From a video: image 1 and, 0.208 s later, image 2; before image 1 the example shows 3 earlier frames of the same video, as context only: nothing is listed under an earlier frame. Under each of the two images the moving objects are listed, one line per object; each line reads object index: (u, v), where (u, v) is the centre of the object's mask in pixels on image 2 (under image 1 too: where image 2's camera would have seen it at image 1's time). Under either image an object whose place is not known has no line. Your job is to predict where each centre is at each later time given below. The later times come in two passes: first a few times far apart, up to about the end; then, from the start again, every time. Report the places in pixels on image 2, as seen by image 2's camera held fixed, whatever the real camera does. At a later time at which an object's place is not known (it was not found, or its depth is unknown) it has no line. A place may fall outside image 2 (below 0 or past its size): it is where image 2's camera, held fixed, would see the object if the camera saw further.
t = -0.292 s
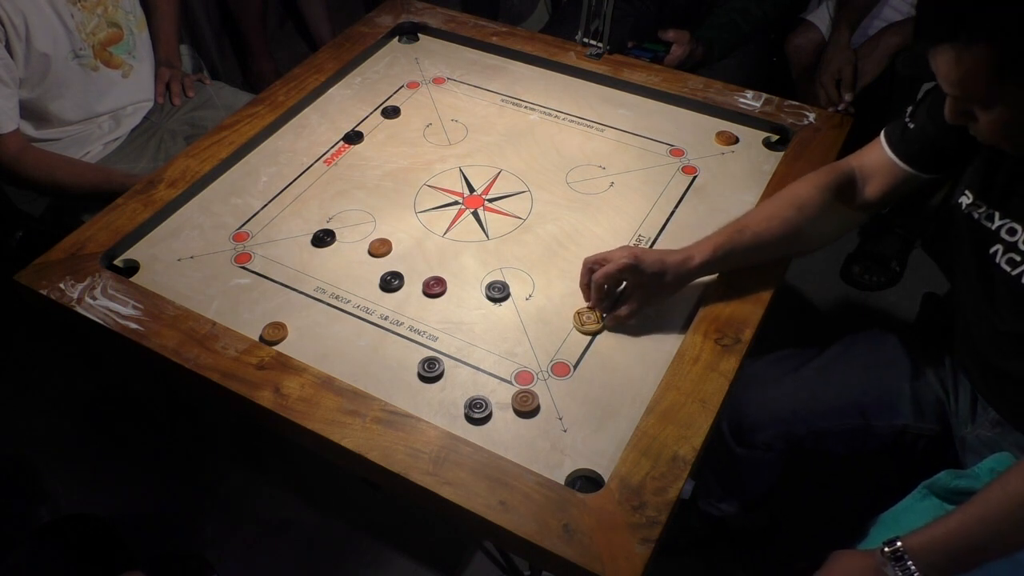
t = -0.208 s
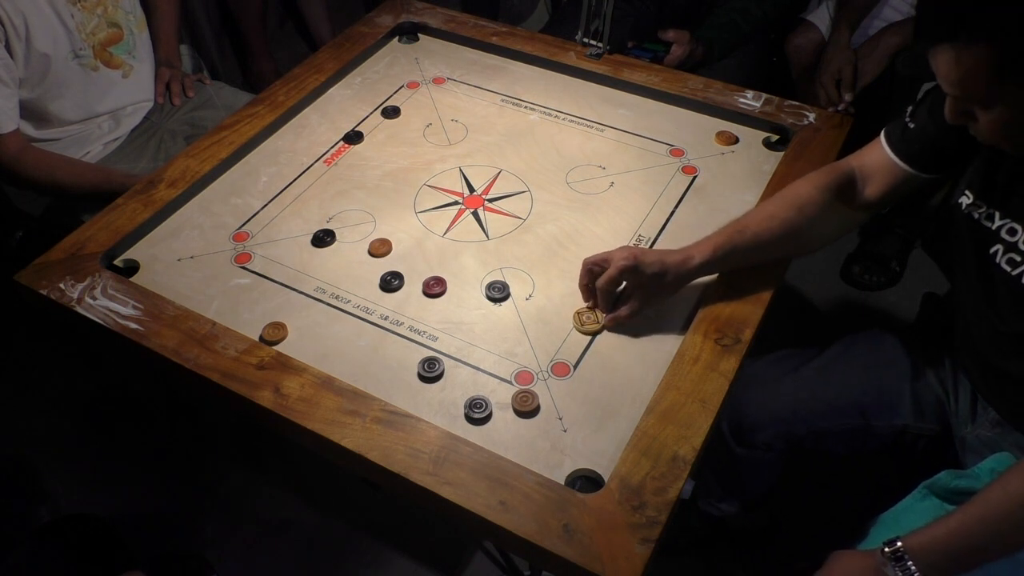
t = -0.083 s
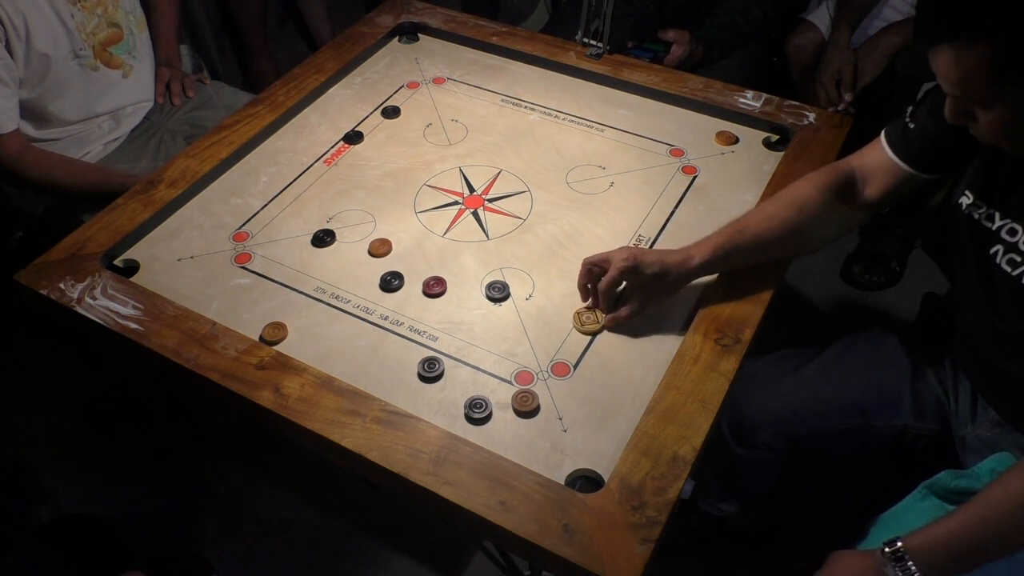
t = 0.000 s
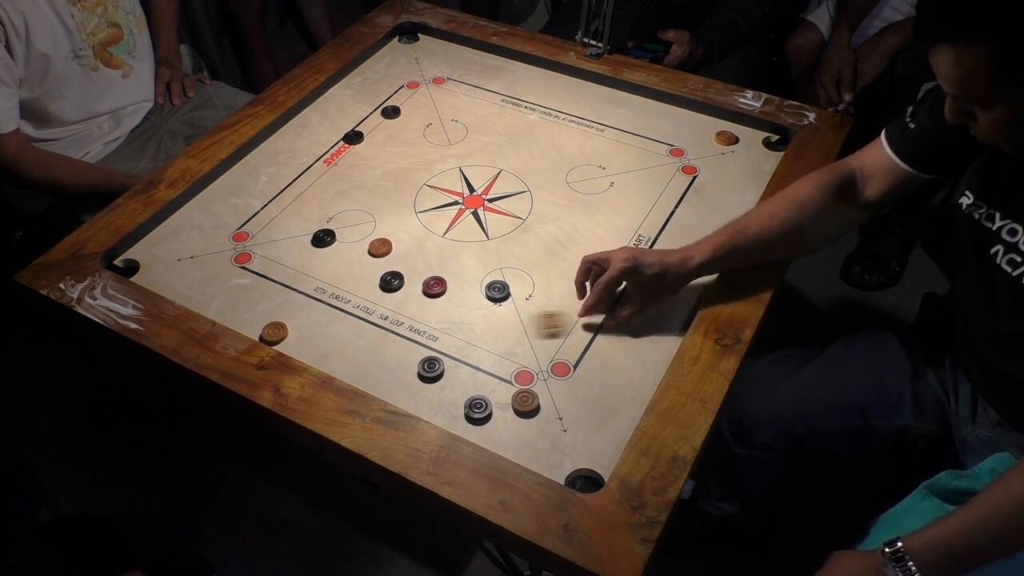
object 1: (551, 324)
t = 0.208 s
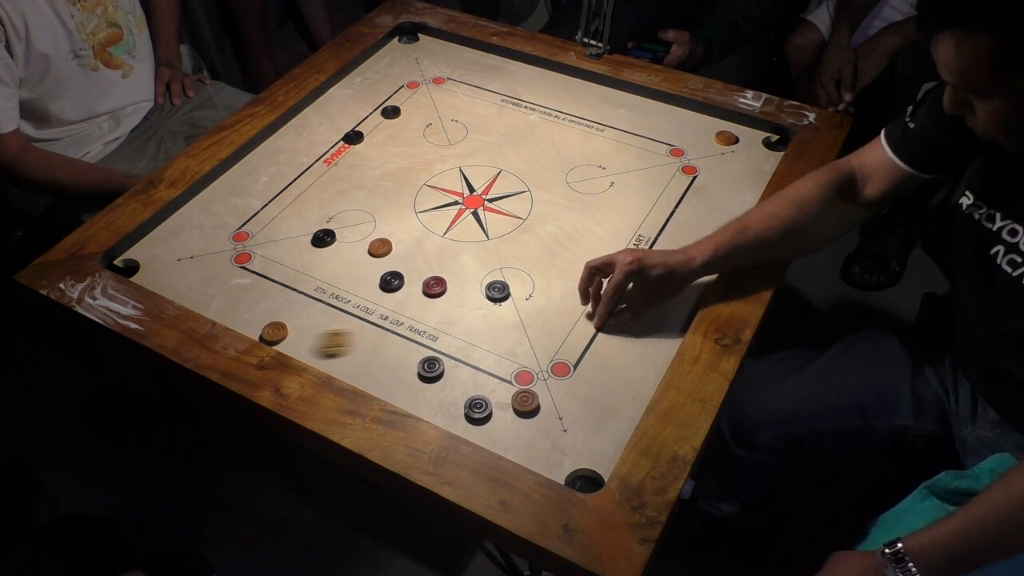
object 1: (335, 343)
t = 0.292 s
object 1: (288, 335)
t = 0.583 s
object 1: (294, 253)
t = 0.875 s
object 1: (299, 214)
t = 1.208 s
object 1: (300, 209)
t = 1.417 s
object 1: (301, 209)
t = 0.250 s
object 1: (296, 346)
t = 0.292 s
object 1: (288, 335)
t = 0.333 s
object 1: (289, 321)
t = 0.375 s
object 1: (290, 307)
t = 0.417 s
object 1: (291, 294)
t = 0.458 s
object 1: (292, 282)
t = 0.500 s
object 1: (293, 272)
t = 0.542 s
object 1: (294, 262)
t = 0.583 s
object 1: (294, 253)
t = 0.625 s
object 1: (295, 245)
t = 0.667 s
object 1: (296, 238)
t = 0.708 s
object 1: (297, 231)
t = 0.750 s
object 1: (297, 226)
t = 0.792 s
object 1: (298, 221)
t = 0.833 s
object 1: (299, 217)
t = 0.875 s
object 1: (299, 214)
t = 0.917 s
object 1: (299, 212)
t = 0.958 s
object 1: (300, 209)
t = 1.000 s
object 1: (300, 209)
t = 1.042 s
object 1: (300, 209)
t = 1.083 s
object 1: (300, 209)
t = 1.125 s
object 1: (300, 209)
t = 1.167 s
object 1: (300, 209)
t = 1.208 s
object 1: (300, 209)
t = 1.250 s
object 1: (300, 209)
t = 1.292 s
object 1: (301, 209)
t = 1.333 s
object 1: (300, 209)
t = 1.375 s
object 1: (301, 209)
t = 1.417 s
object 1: (301, 209)
